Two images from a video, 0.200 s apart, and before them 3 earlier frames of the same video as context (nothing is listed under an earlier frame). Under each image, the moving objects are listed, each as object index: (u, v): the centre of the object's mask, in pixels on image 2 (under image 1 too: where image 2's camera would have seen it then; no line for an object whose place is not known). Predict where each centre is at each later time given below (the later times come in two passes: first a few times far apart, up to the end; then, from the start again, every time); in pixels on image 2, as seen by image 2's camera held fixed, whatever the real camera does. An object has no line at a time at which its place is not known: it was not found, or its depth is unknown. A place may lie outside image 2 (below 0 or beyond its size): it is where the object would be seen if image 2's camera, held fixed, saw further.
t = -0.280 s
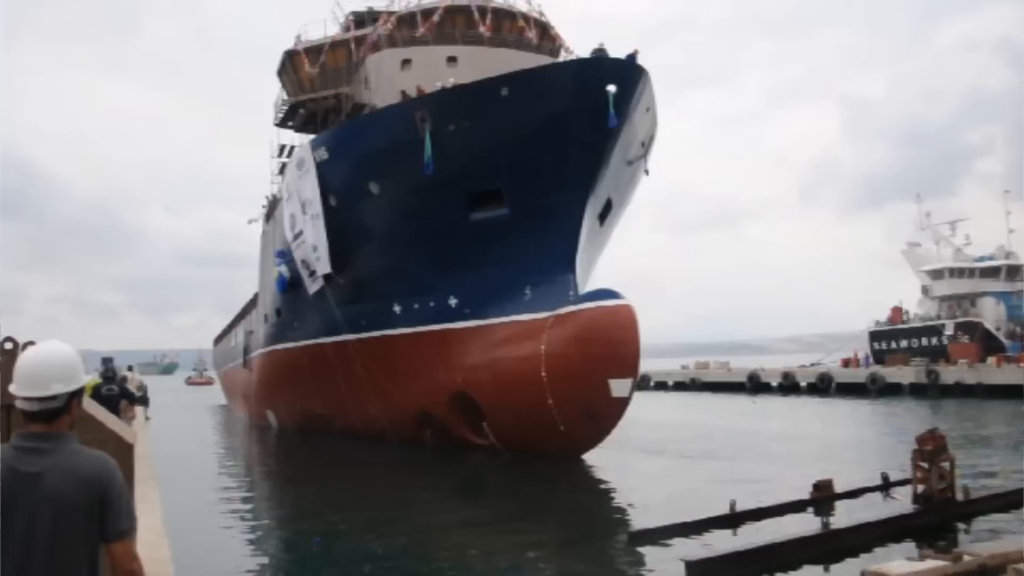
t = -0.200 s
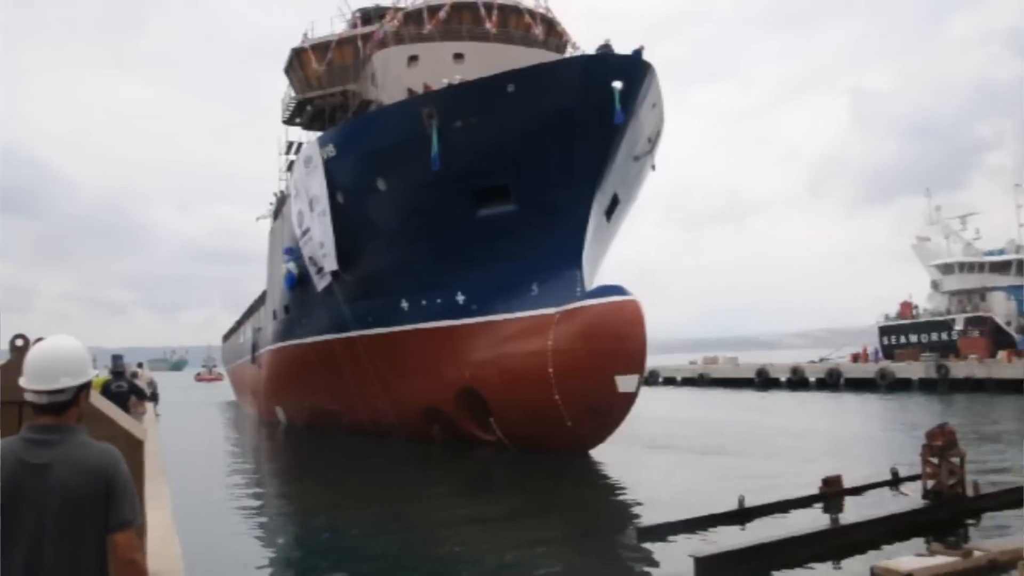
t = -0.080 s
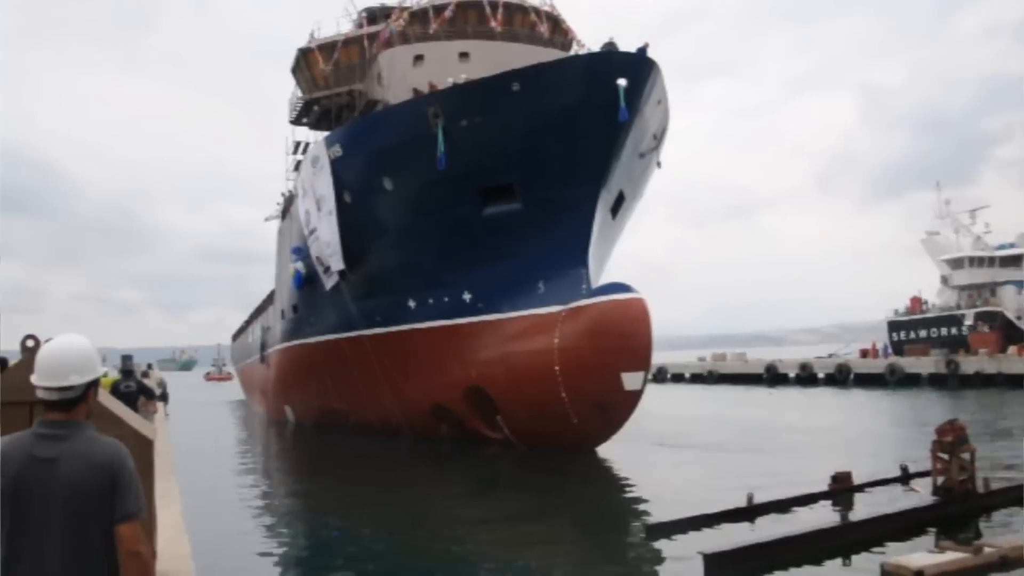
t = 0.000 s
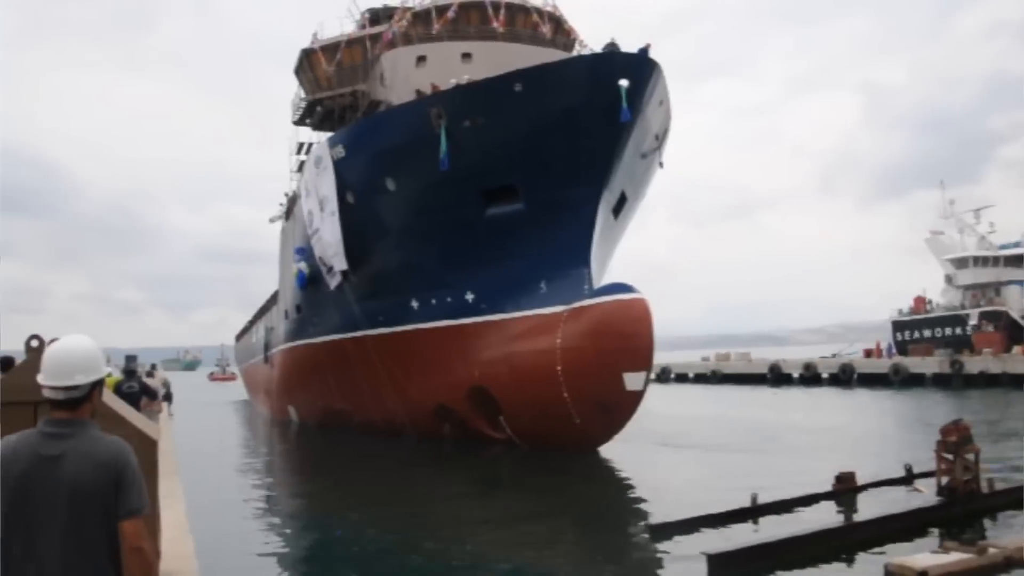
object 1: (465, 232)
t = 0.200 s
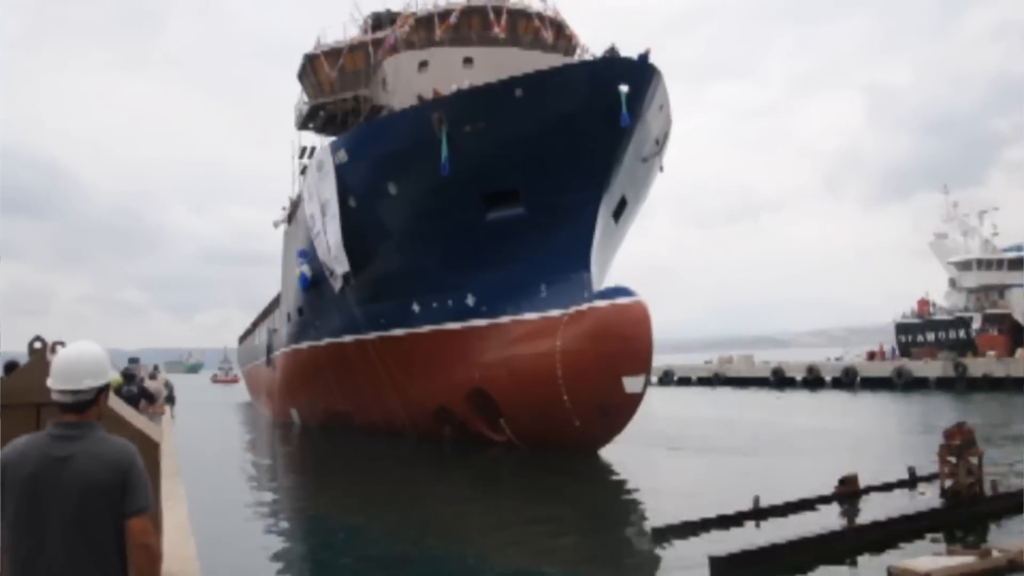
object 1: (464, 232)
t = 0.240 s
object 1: (463, 231)
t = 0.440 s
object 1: (461, 233)
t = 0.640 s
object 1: (459, 232)
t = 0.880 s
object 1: (456, 233)
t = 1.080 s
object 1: (455, 233)
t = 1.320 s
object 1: (453, 234)
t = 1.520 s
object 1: (451, 236)
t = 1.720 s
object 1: (442, 238)
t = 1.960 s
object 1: (416, 249)
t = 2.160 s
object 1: (397, 257)
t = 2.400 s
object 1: (390, 261)
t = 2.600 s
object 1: (389, 262)
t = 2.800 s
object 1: (388, 263)
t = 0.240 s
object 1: (463, 231)
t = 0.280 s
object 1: (462, 231)
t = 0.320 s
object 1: (462, 232)
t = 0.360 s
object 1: (462, 232)
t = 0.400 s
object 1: (462, 233)
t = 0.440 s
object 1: (461, 233)
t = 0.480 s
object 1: (460, 233)
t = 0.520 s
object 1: (460, 233)
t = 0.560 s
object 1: (460, 232)
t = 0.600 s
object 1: (459, 232)
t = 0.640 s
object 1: (459, 232)
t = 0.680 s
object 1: (458, 232)
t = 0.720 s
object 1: (458, 232)
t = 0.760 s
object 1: (458, 233)
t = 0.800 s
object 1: (457, 233)
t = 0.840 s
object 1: (457, 233)
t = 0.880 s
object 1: (456, 233)
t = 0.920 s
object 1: (456, 233)
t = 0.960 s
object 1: (456, 234)
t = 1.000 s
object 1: (455, 234)
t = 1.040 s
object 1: (455, 234)
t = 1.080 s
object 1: (455, 233)
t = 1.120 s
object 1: (454, 234)
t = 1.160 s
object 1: (454, 234)
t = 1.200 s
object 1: (454, 234)
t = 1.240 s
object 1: (453, 234)
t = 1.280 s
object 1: (453, 234)
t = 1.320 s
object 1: (453, 234)
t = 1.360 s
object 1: (452, 234)
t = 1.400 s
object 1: (452, 234)
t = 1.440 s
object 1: (451, 235)
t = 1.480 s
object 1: (451, 235)
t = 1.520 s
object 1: (451, 236)
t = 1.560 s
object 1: (450, 235)
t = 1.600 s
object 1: (450, 236)
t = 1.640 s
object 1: (450, 236)
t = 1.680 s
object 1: (444, 237)
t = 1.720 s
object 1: (442, 238)
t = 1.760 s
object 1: (436, 241)
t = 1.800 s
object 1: (432, 241)
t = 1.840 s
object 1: (428, 243)
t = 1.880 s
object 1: (423, 245)
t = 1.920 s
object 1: (420, 247)
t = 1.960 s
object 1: (416, 249)
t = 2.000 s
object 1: (412, 251)
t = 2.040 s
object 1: (408, 253)
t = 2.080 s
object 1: (405, 254)
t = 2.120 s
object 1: (401, 256)
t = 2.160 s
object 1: (397, 257)
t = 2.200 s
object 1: (394, 258)
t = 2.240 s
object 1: (392, 259)
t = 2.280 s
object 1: (391, 259)
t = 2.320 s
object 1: (390, 260)
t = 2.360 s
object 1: (390, 261)
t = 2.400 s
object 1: (390, 261)
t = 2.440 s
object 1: (390, 261)
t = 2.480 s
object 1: (390, 261)
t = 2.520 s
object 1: (389, 263)
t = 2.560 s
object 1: (389, 262)
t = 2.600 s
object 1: (389, 262)
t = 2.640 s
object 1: (388, 262)
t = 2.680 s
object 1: (388, 263)
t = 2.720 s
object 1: (388, 262)
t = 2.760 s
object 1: (387, 262)
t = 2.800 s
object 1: (388, 263)
